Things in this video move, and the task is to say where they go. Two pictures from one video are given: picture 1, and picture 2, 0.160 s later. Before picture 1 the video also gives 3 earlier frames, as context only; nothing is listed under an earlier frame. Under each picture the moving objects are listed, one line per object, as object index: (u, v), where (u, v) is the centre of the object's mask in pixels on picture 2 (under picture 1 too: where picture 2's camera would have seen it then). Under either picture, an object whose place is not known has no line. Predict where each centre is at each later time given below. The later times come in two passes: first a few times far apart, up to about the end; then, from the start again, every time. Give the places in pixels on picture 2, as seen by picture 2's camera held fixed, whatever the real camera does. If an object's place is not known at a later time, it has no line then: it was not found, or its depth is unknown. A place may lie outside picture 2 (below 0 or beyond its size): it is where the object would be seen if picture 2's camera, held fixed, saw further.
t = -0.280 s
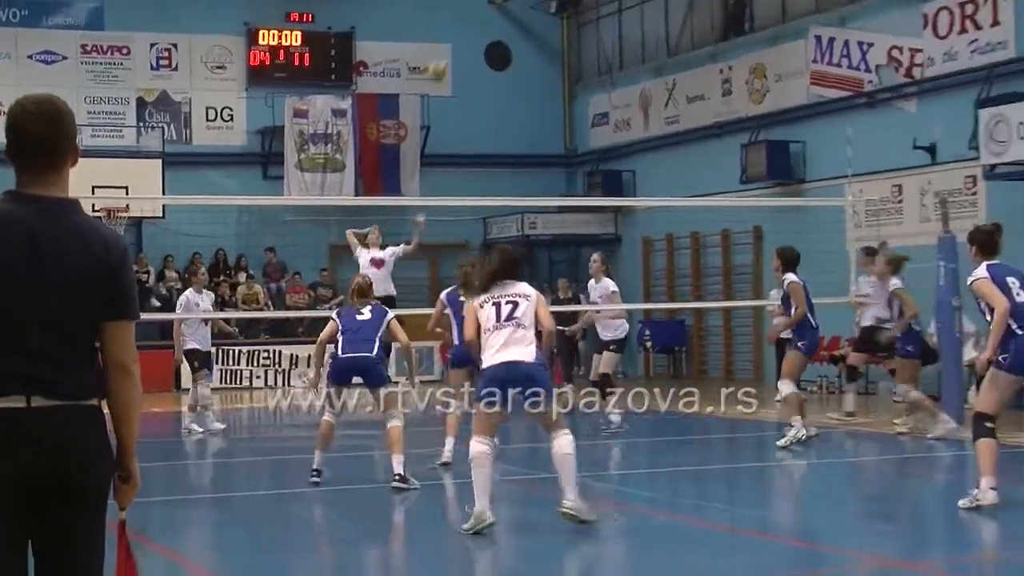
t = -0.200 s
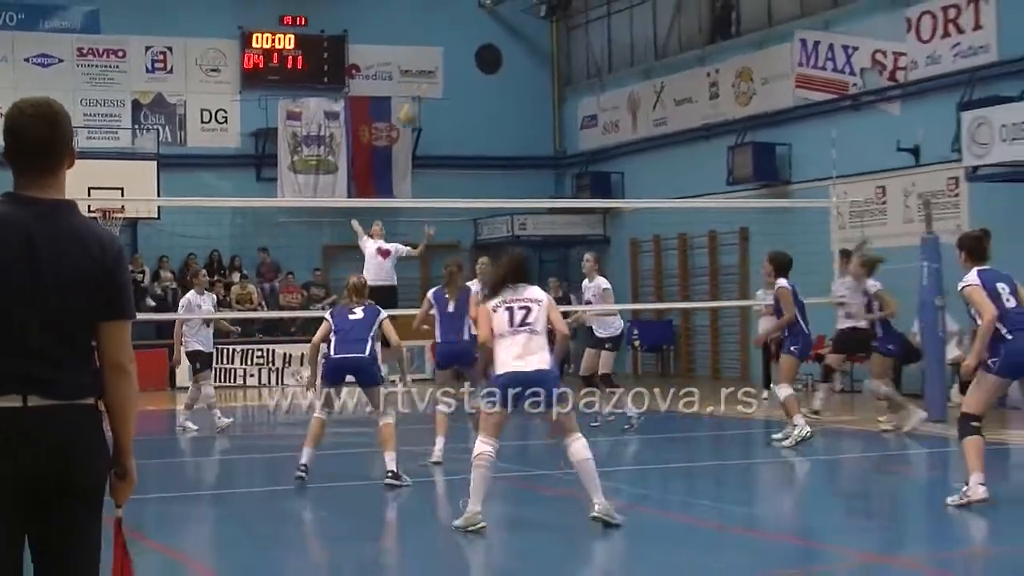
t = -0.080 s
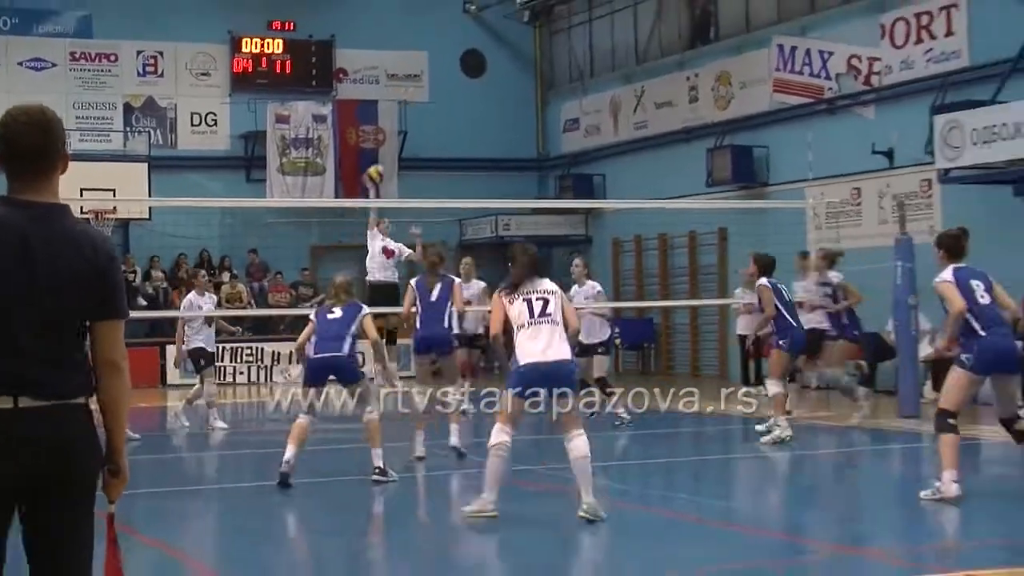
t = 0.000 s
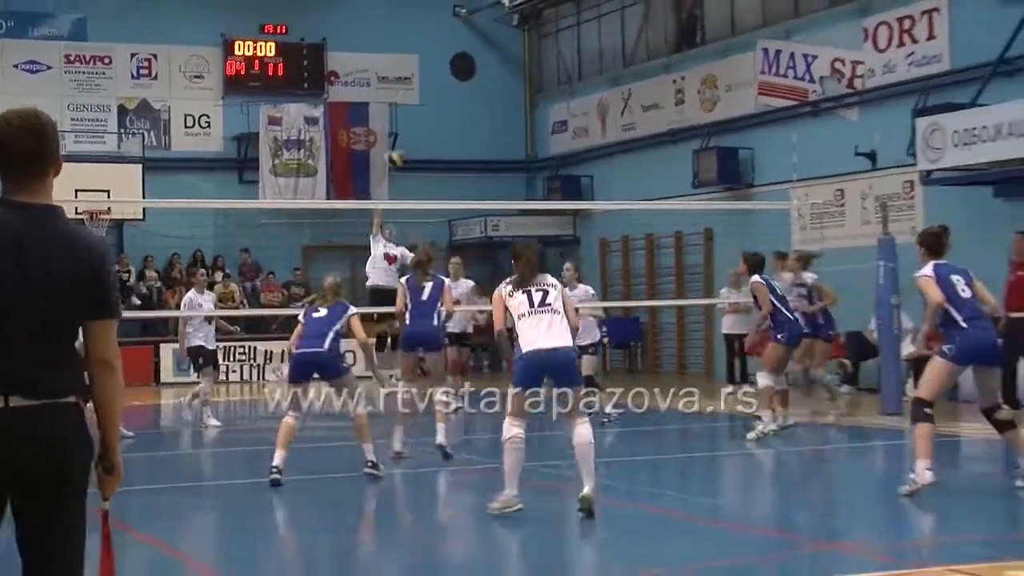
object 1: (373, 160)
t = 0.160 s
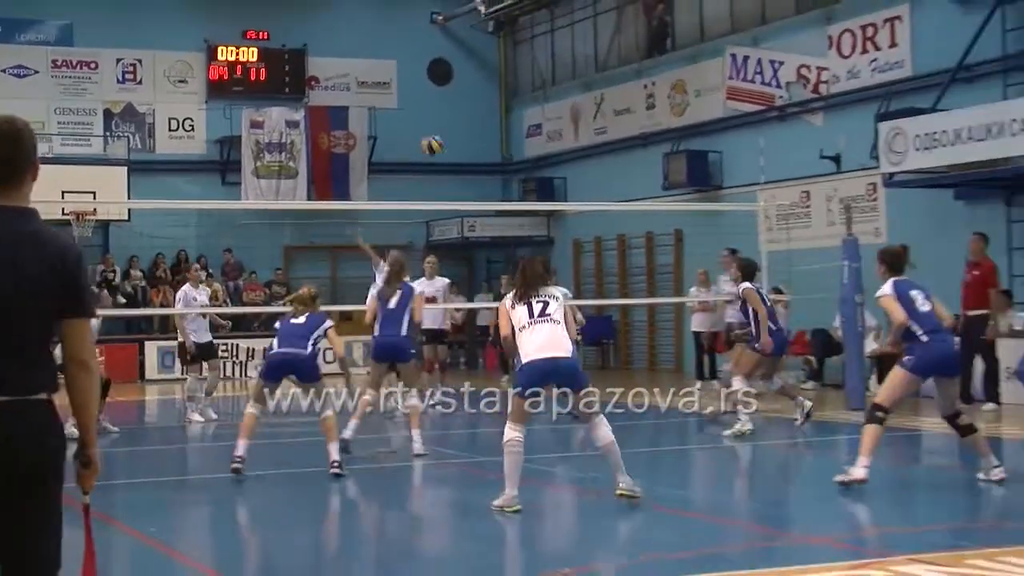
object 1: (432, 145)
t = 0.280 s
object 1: (484, 153)
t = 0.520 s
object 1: (609, 228)
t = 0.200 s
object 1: (448, 146)
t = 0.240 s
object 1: (466, 148)
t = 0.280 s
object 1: (484, 153)
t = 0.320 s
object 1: (501, 158)
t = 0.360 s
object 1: (520, 167)
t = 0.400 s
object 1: (543, 179)
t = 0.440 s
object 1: (563, 191)
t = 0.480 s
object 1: (587, 210)
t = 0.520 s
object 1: (609, 228)
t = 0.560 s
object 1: (637, 251)
